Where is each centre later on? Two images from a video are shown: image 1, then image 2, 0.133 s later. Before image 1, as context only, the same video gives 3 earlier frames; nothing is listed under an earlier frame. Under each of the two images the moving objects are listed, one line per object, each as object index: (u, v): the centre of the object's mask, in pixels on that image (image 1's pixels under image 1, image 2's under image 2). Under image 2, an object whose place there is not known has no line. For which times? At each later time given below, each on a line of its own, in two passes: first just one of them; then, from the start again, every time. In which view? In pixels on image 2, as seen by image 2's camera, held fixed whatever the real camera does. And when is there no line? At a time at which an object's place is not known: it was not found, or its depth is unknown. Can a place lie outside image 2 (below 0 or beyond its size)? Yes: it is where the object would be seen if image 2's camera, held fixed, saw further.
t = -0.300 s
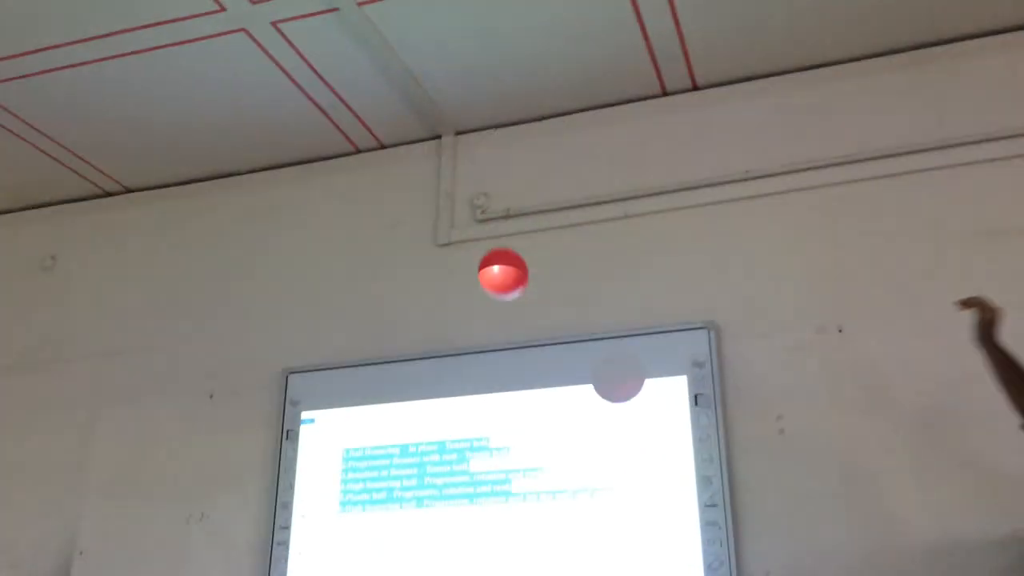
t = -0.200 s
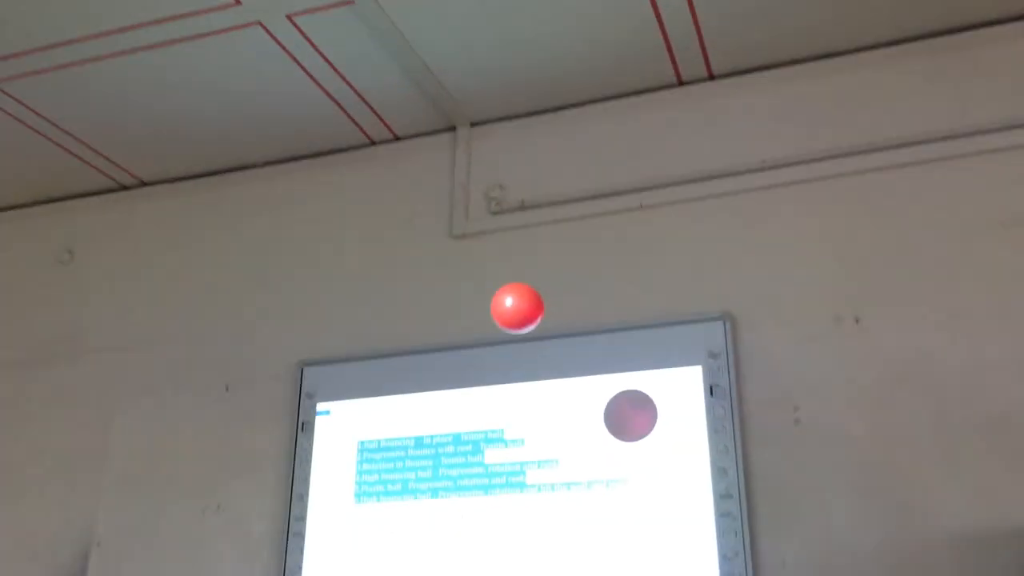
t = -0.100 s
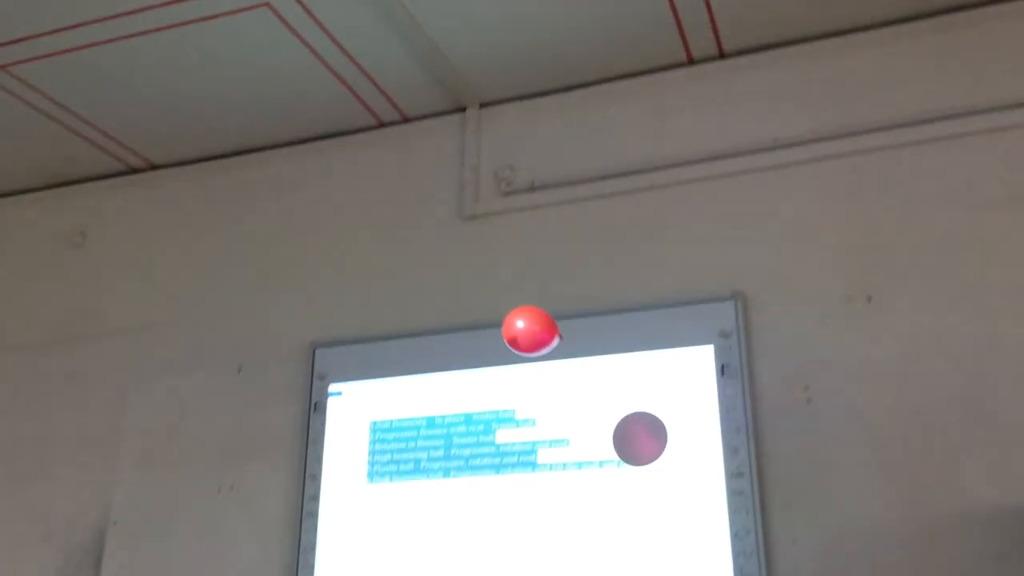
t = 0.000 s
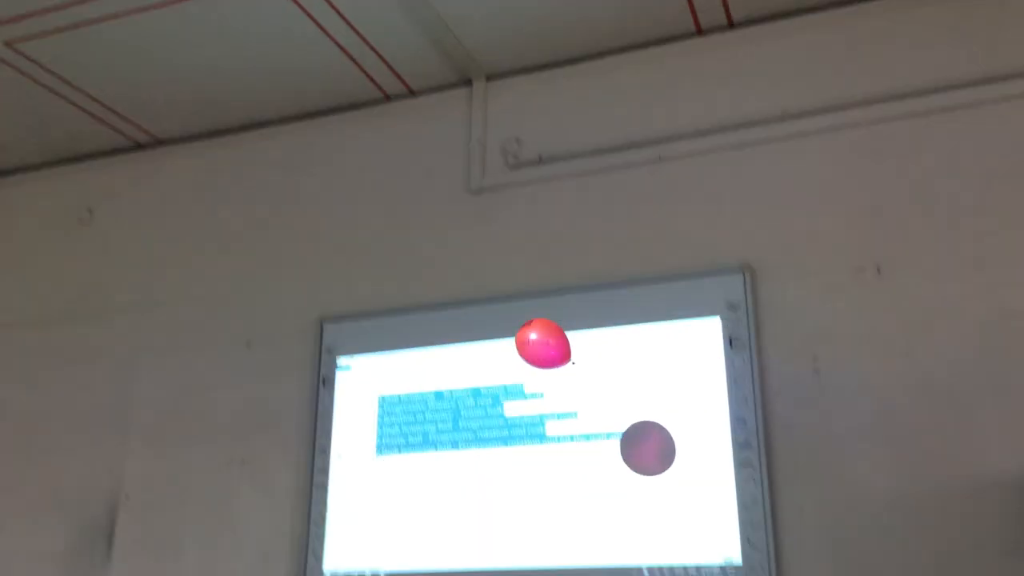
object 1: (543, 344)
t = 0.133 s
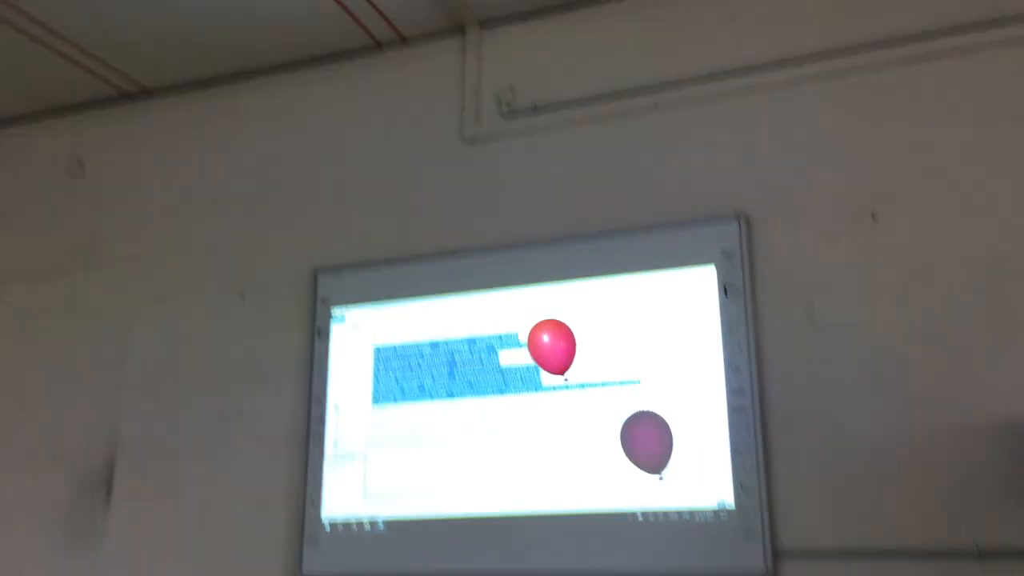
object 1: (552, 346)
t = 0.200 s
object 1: (560, 371)
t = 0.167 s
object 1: (556, 358)
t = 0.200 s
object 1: (560, 371)
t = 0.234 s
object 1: (564, 384)
